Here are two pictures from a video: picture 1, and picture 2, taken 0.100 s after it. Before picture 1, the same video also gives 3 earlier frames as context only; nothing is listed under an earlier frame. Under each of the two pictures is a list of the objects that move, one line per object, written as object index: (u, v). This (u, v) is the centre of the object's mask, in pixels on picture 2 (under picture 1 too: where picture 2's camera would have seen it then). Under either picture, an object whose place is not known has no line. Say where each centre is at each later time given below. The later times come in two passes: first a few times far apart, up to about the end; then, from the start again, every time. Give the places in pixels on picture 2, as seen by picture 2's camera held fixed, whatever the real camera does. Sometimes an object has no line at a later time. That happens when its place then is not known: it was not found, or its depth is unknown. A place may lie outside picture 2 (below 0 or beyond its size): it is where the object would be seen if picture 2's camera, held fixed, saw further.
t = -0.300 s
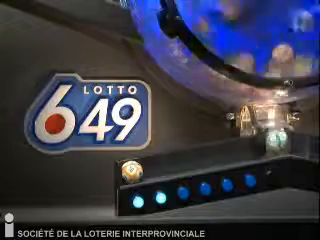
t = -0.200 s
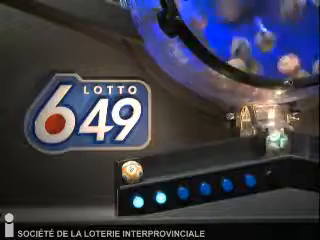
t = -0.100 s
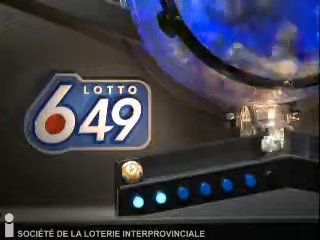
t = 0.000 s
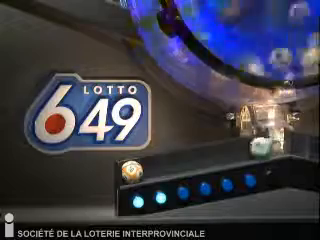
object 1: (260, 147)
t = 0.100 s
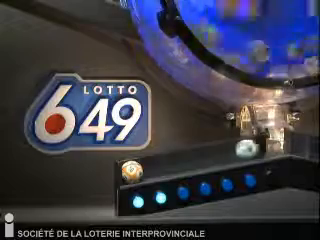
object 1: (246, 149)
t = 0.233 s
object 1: (222, 153)
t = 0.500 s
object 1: (154, 166)
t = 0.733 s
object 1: (162, 165)
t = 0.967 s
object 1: (154, 167)
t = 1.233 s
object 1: (154, 167)
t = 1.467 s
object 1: (154, 167)
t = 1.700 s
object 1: (154, 167)
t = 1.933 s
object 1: (154, 167)
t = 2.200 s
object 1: (153, 167)
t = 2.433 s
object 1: (153, 167)
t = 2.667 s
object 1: (153, 167)
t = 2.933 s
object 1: (153, 167)
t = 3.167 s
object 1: (153, 167)
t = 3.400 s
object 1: (153, 167)
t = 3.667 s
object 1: (153, 167)
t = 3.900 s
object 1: (153, 167)
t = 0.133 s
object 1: (241, 150)
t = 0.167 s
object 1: (235, 152)
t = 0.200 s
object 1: (229, 151)
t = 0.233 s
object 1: (222, 153)
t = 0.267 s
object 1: (215, 154)
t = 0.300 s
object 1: (208, 155)
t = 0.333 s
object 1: (200, 158)
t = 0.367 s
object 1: (192, 159)
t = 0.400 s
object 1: (184, 161)
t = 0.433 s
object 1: (174, 162)
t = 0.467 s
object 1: (163, 164)
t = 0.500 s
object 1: (154, 166)
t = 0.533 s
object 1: (156, 164)
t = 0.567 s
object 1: (161, 165)
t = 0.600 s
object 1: (162, 164)
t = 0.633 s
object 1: (163, 164)
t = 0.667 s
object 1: (163, 164)
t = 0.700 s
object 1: (163, 164)
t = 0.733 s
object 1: (162, 165)
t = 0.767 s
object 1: (161, 166)
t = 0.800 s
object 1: (159, 166)
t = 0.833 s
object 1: (156, 166)
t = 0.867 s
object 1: (153, 167)
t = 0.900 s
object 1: (154, 167)
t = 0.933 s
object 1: (154, 167)
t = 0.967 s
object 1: (154, 167)
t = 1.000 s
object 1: (154, 167)
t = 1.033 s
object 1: (154, 167)
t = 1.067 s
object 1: (154, 167)
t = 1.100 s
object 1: (154, 167)
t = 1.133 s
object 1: (154, 167)
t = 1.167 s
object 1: (154, 167)
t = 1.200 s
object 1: (154, 167)
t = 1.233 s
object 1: (154, 167)
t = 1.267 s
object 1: (154, 167)
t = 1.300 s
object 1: (154, 167)
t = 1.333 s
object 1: (154, 167)
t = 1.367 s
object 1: (154, 167)
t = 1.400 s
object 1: (154, 167)
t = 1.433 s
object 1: (154, 167)
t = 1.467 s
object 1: (154, 167)
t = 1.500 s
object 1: (154, 167)
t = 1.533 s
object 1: (154, 167)
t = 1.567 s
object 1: (154, 167)
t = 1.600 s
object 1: (154, 167)
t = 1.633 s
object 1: (154, 167)
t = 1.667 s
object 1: (154, 167)
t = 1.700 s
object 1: (154, 167)
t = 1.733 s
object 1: (154, 167)
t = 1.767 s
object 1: (154, 167)
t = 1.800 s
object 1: (154, 167)
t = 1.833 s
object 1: (154, 167)
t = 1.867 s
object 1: (154, 167)
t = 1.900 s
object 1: (153, 167)
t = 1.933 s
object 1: (154, 167)
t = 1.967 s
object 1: (154, 167)
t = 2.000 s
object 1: (154, 167)
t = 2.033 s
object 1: (154, 167)
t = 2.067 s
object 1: (153, 167)
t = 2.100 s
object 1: (153, 167)
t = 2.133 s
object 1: (153, 167)
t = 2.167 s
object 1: (153, 167)
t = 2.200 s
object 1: (153, 167)
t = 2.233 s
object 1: (153, 167)
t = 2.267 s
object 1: (153, 167)
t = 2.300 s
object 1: (153, 167)
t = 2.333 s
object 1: (153, 167)
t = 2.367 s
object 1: (153, 167)
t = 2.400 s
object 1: (153, 167)
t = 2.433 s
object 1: (153, 167)
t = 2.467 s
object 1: (153, 167)
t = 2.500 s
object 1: (153, 167)
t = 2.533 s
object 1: (153, 167)
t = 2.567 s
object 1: (153, 167)
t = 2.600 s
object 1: (153, 167)
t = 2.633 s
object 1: (153, 167)
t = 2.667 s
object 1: (153, 167)
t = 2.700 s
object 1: (153, 167)
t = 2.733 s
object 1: (153, 167)
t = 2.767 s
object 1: (153, 167)
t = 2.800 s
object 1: (153, 167)
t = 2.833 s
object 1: (153, 167)
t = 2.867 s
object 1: (153, 167)
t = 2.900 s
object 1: (153, 167)
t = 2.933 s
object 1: (153, 167)
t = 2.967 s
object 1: (153, 167)
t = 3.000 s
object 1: (153, 167)
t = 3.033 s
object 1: (153, 167)
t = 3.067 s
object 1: (153, 167)
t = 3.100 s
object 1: (153, 167)
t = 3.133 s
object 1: (153, 167)
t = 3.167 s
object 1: (153, 167)
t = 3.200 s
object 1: (153, 167)
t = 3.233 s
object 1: (153, 167)
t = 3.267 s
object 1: (153, 167)
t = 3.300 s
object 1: (153, 167)
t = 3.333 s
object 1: (153, 167)
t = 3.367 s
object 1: (153, 167)
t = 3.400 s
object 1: (153, 167)
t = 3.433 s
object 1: (153, 167)
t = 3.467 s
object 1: (153, 167)
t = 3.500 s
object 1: (153, 167)
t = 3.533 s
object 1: (153, 167)
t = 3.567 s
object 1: (153, 167)
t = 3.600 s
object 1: (153, 167)
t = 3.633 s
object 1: (153, 167)
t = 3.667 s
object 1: (153, 167)
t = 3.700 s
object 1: (153, 167)
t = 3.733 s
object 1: (153, 167)
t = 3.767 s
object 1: (153, 167)
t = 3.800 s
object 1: (153, 167)
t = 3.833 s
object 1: (153, 167)
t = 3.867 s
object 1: (153, 167)
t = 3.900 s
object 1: (153, 167)
